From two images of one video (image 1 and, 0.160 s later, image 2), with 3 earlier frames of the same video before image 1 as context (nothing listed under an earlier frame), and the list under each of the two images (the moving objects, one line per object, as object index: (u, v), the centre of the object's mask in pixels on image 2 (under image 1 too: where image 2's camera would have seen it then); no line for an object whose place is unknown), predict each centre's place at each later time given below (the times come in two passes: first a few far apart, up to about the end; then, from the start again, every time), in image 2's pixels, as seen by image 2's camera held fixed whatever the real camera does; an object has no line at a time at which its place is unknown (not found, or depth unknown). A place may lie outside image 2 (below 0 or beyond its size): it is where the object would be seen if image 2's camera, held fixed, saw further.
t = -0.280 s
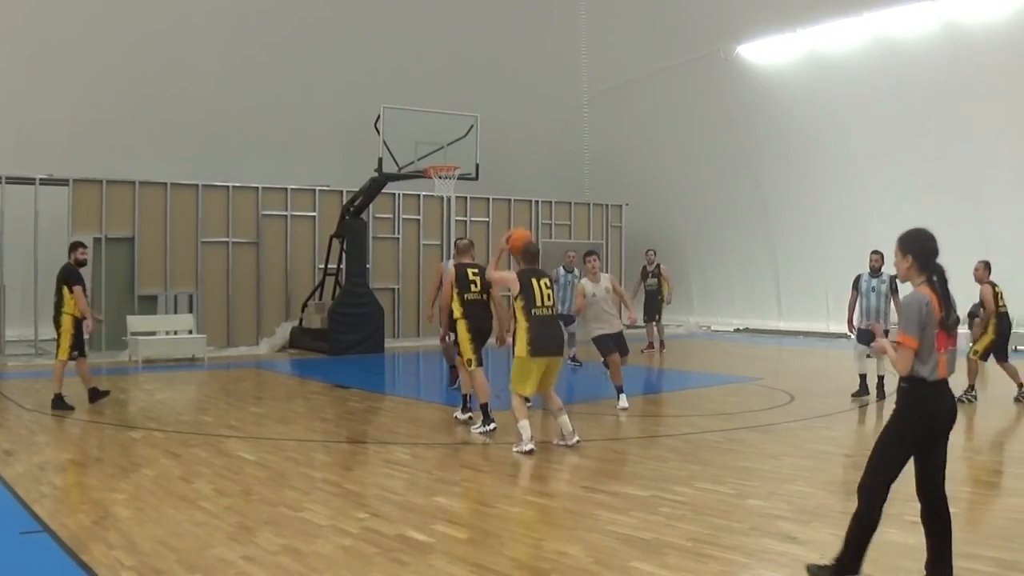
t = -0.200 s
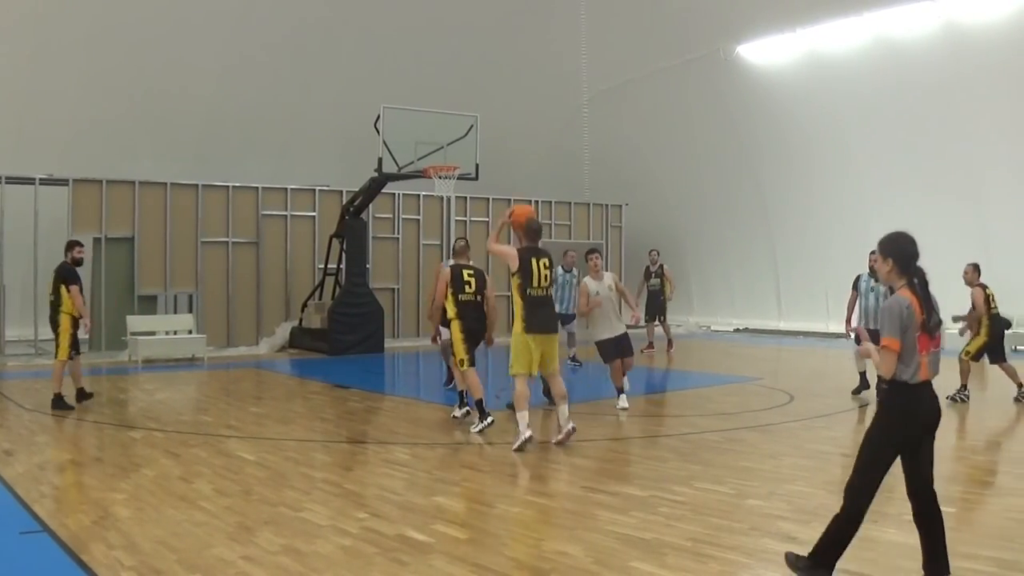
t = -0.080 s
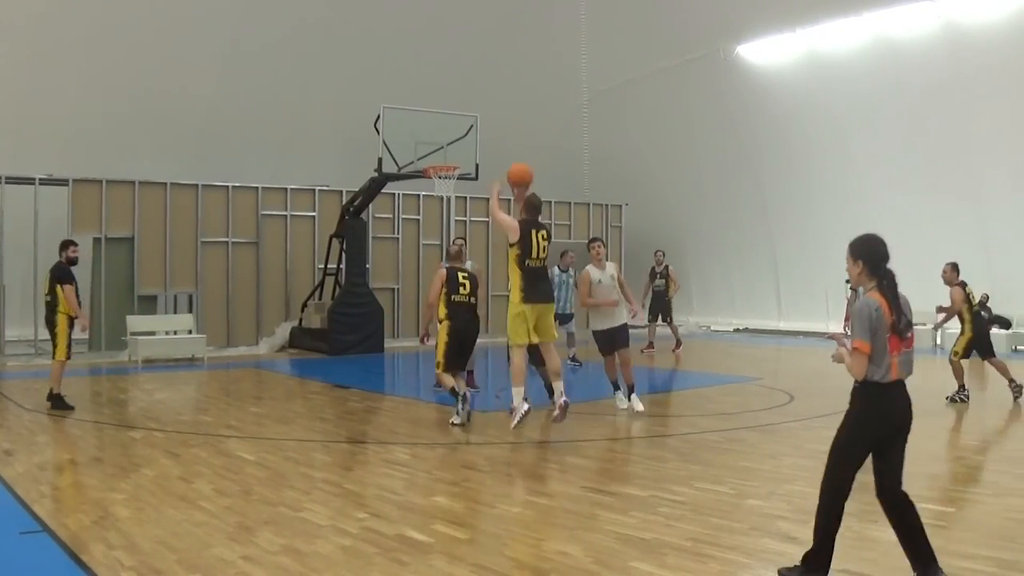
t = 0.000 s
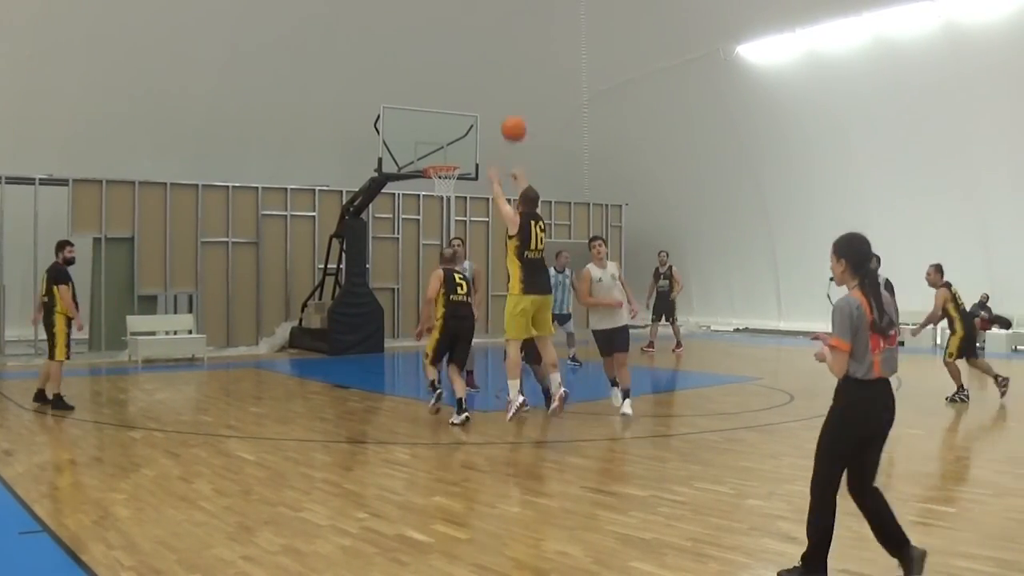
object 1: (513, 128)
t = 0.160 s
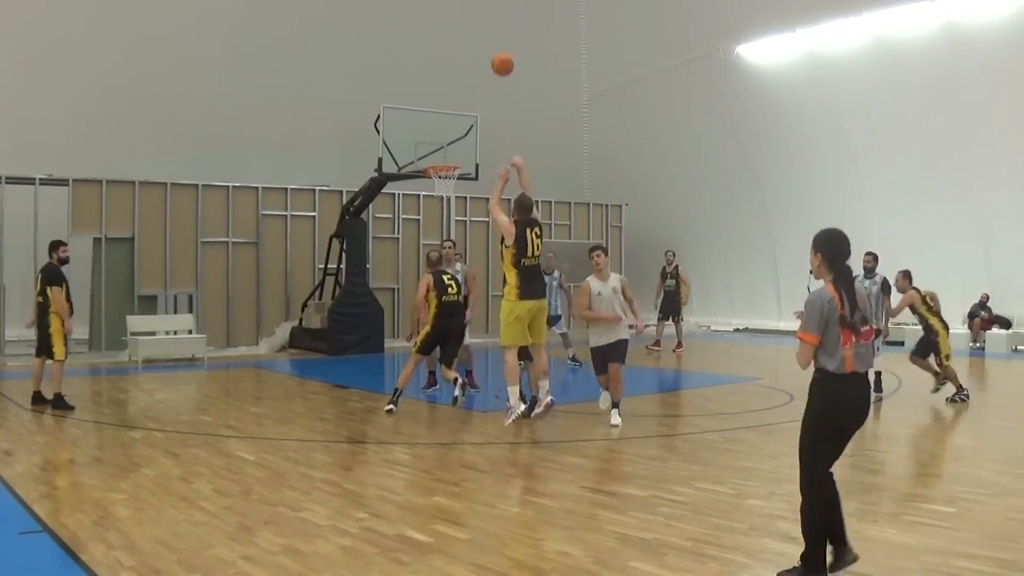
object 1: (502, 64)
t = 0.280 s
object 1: (495, 36)
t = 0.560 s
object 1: (482, 26)
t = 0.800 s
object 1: (473, 60)
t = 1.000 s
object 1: (467, 112)
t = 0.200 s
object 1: (500, 53)
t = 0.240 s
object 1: (497, 44)
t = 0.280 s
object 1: (495, 36)
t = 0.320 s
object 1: (493, 31)
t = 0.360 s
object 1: (491, 27)
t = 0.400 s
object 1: (489, 24)
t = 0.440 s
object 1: (487, 22)
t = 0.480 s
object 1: (486, 23)
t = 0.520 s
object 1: (484, 24)
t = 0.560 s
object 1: (482, 26)
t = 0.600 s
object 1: (480, 29)
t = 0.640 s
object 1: (479, 34)
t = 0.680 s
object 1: (477, 39)
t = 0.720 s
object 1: (476, 45)
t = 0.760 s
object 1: (474, 52)
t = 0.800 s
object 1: (473, 60)
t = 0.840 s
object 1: (472, 69)
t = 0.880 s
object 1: (471, 79)
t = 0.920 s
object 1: (470, 90)
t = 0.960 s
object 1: (468, 100)
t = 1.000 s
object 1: (467, 112)
